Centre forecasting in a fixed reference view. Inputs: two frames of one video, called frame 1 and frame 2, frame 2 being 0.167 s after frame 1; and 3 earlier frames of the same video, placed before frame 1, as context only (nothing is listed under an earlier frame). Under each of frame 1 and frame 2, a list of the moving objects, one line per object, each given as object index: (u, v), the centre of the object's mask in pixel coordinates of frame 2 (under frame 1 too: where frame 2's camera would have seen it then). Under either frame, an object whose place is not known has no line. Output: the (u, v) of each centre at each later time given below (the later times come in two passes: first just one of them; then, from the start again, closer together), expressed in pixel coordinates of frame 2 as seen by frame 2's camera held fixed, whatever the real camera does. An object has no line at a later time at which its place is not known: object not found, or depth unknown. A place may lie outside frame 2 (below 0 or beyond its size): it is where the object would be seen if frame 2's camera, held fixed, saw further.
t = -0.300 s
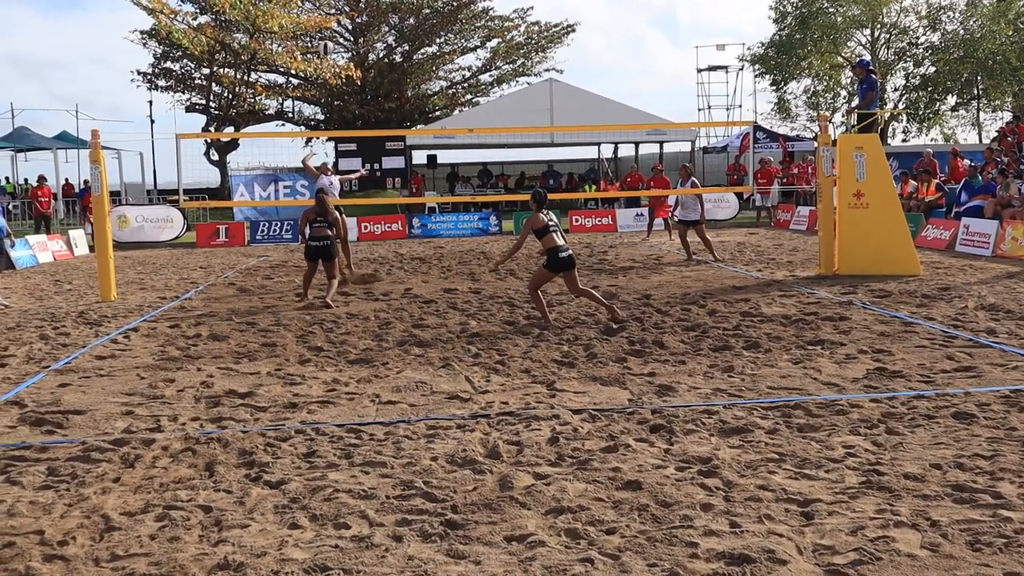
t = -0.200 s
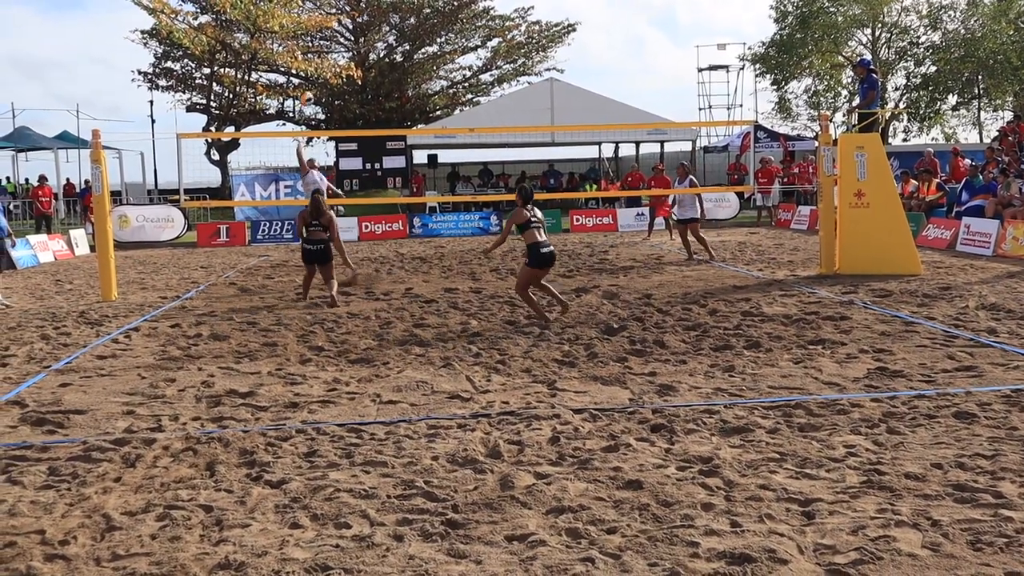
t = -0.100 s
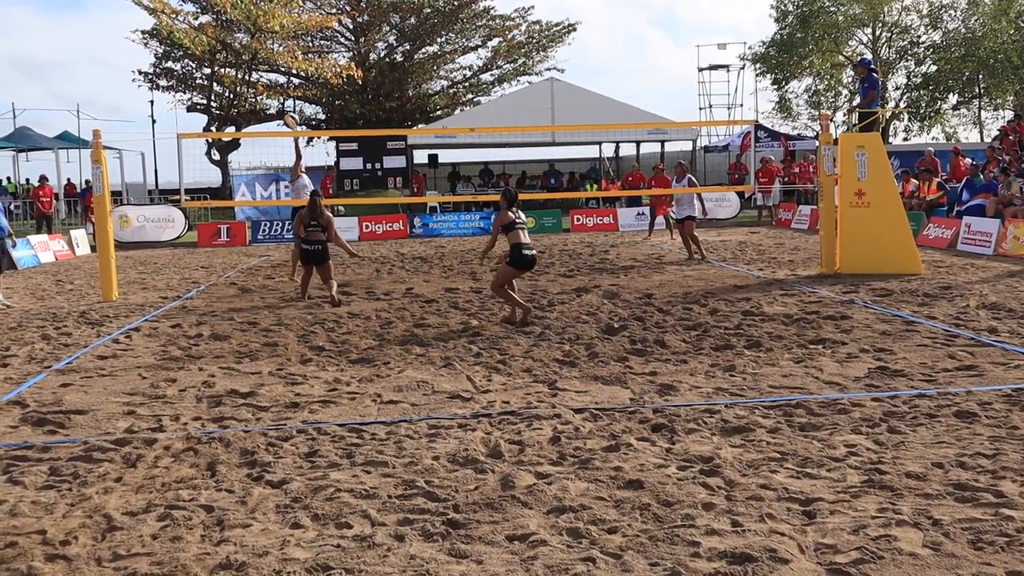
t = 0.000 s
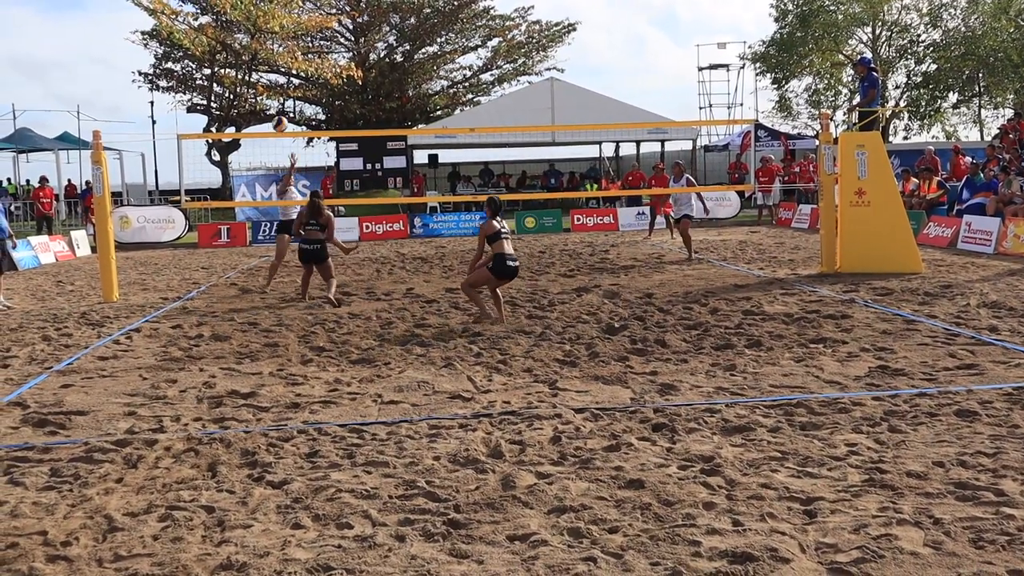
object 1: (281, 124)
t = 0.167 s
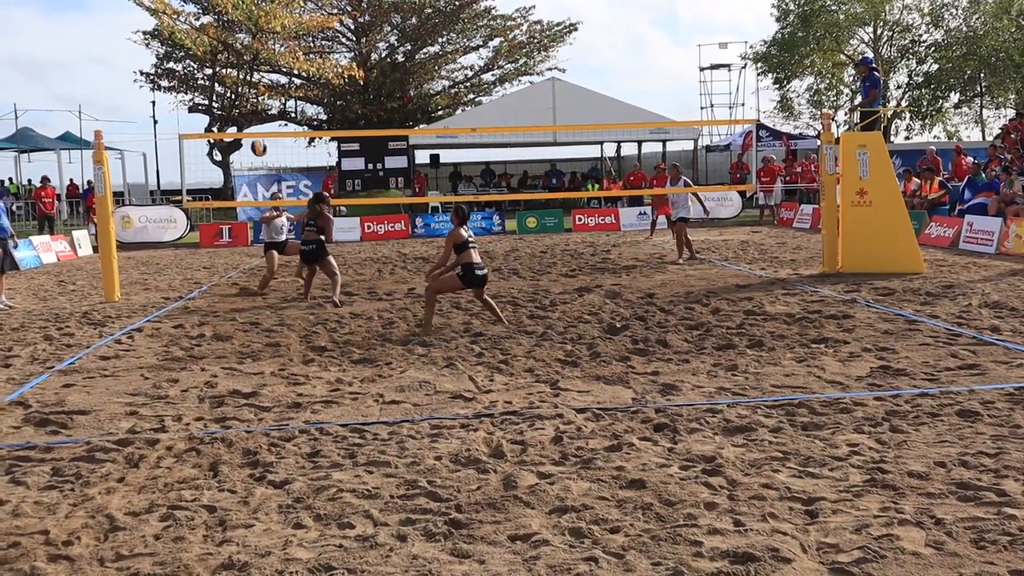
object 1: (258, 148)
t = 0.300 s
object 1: (239, 187)
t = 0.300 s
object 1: (239, 187)
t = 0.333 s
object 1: (232, 200)
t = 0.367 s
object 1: (226, 214)
